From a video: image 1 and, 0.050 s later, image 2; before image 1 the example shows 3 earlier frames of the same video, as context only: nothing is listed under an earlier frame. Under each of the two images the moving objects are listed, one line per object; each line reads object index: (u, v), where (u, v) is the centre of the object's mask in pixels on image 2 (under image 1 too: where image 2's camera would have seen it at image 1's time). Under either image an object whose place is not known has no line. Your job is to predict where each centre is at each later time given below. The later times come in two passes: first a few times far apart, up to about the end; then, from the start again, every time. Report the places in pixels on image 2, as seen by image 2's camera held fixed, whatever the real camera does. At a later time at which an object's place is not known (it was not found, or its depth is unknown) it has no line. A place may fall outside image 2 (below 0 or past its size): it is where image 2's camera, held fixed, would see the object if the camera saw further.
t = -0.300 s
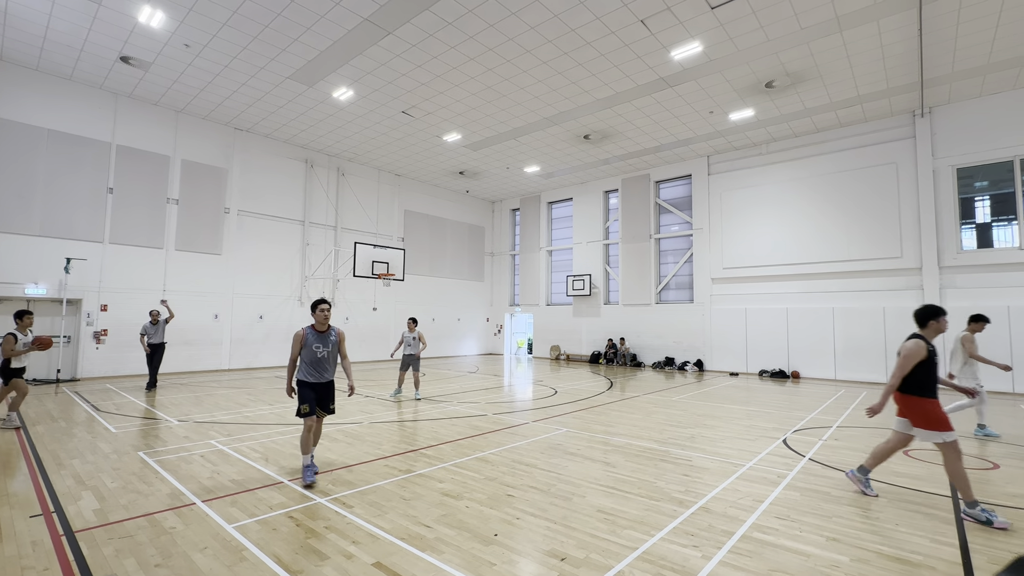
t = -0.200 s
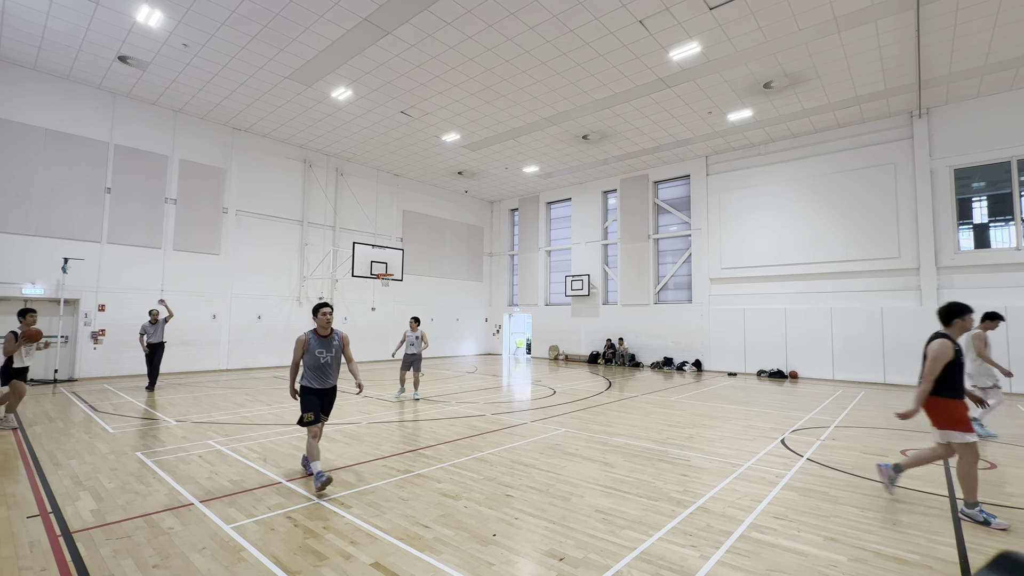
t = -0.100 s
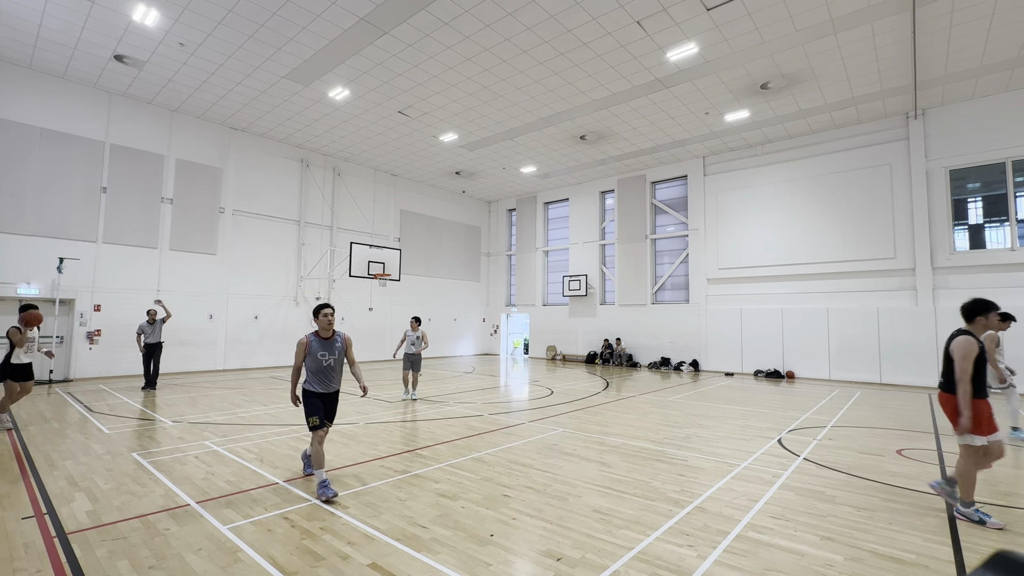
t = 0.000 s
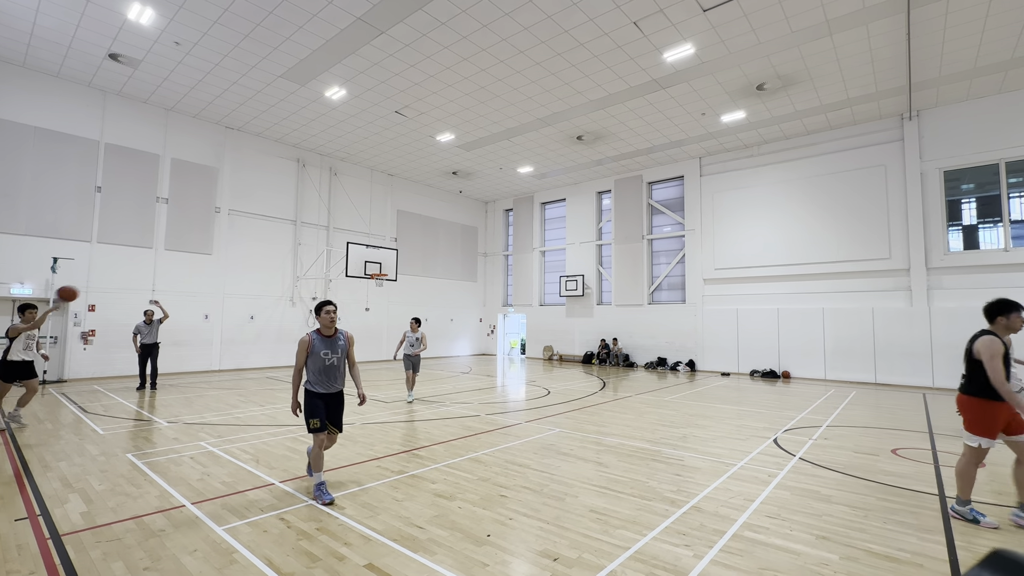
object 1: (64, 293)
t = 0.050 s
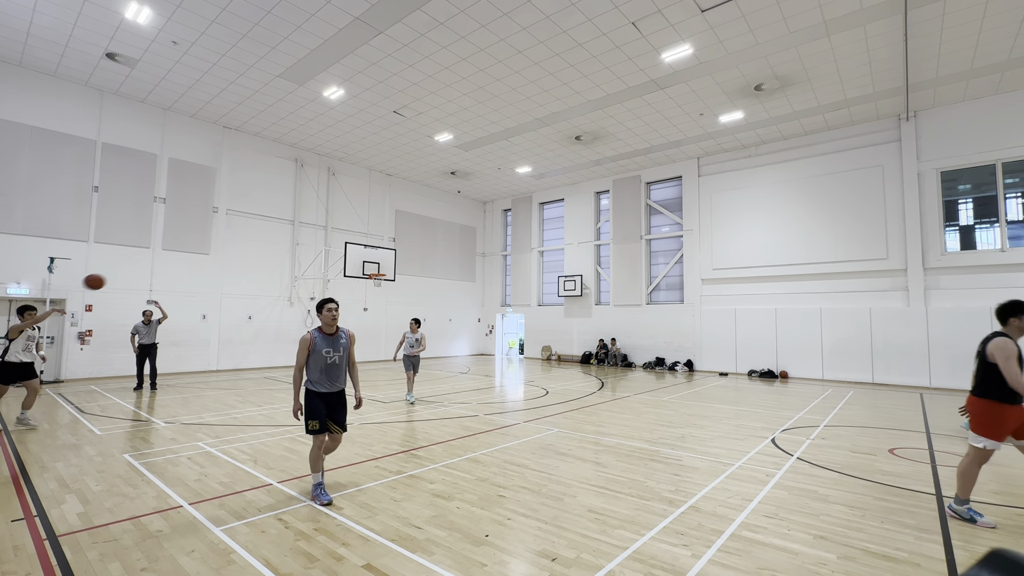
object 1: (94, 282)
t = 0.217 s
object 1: (187, 256)
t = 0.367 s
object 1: (260, 250)
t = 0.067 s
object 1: (104, 278)
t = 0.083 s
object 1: (114, 275)
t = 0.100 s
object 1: (123, 272)
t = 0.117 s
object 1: (133, 269)
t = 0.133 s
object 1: (143, 266)
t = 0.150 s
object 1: (151, 264)
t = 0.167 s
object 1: (160, 261)
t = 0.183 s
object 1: (169, 260)
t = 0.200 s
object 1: (178, 258)
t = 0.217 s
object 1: (187, 256)
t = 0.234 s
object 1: (195, 255)
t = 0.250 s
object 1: (204, 254)
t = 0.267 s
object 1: (212, 252)
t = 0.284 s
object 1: (220, 252)
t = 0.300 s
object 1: (228, 251)
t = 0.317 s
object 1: (236, 250)
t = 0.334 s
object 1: (244, 250)
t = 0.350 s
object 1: (252, 250)
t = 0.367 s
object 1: (260, 250)
